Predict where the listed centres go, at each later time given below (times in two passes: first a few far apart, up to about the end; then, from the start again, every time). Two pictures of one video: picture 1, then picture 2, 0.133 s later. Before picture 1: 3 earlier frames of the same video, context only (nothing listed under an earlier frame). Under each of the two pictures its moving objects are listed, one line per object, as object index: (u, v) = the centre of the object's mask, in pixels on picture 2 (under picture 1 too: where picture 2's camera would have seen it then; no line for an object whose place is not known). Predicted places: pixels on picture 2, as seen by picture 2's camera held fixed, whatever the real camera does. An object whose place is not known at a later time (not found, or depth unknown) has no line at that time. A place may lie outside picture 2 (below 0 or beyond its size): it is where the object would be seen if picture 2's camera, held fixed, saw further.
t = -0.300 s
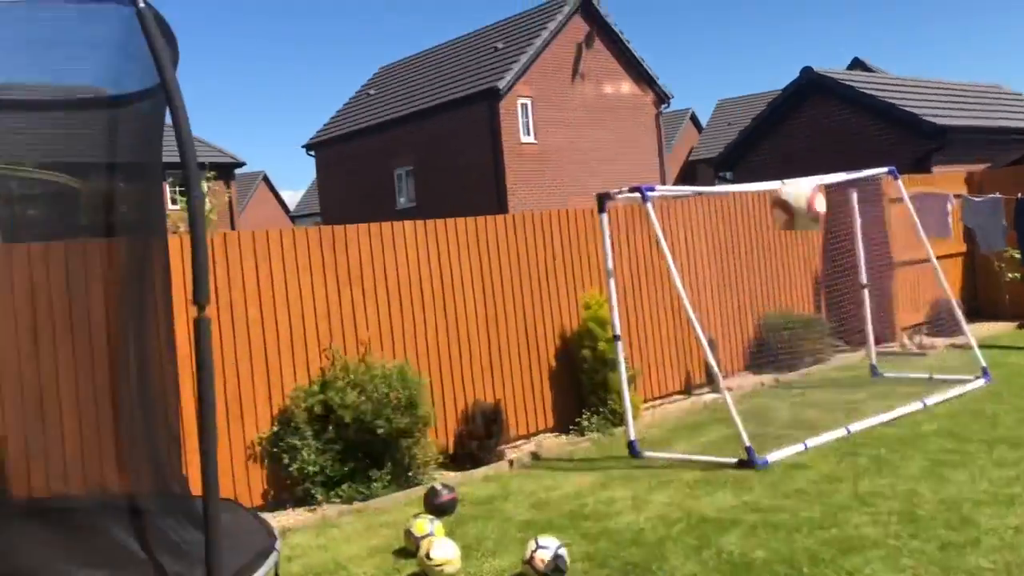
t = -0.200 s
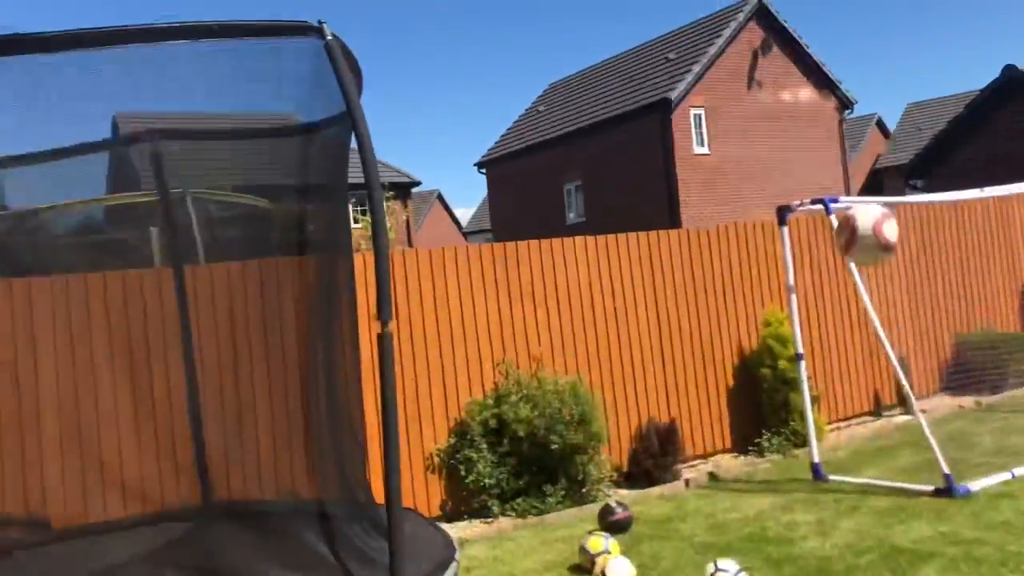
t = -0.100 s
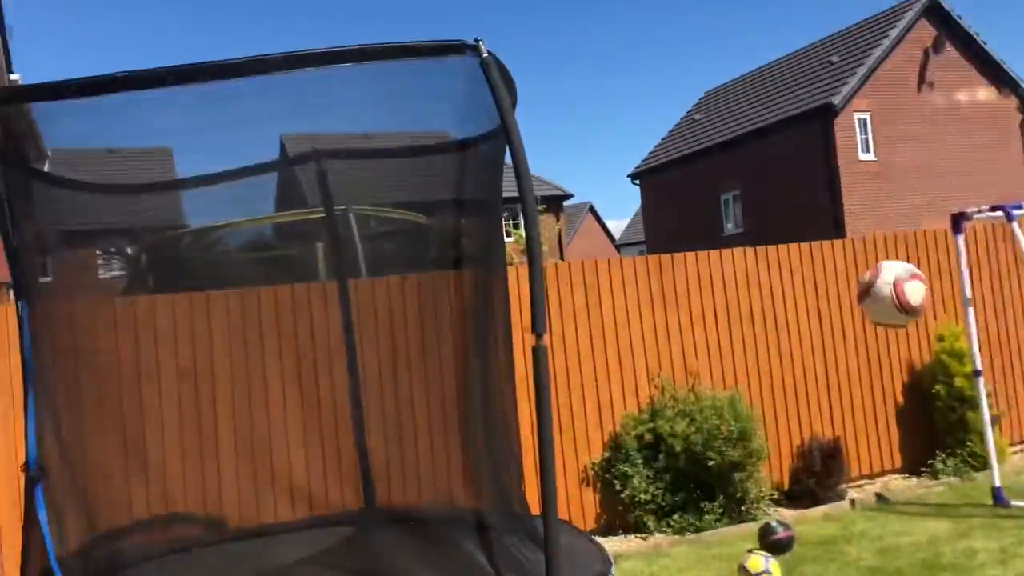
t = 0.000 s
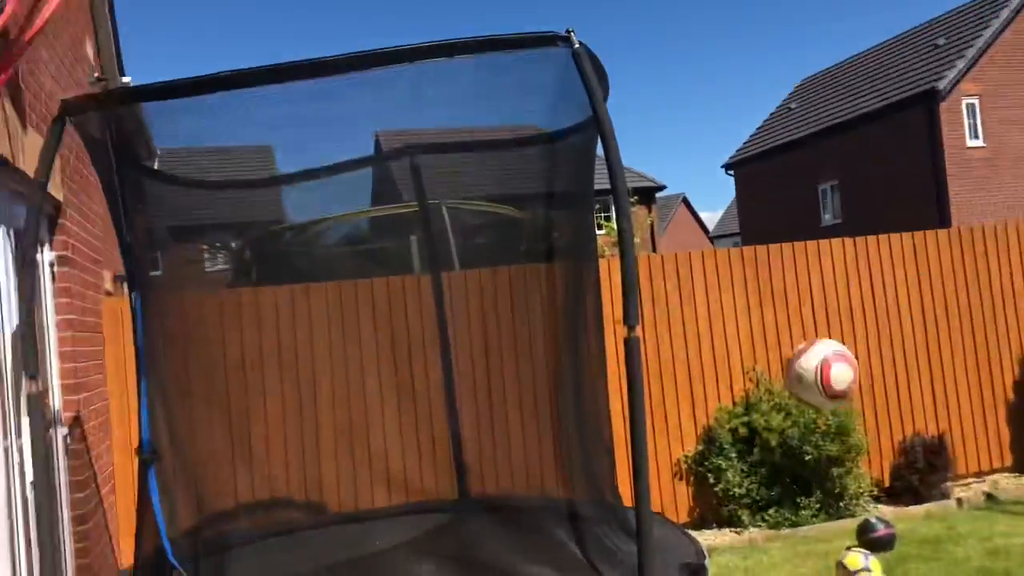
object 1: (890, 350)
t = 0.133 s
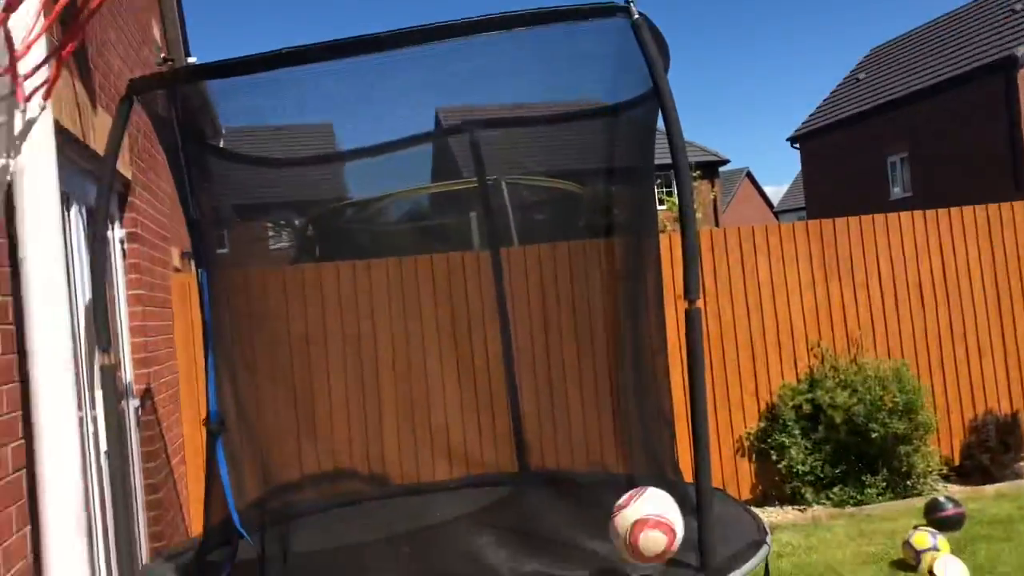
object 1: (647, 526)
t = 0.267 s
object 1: (472, 538)
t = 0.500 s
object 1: (176, 537)
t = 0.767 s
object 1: (298, 573)
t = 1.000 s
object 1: (401, 545)
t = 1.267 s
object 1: (453, 578)
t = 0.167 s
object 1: (594, 564)
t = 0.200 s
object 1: (554, 567)
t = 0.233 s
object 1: (512, 555)
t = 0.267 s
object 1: (472, 538)
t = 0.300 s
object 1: (429, 527)
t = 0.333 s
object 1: (389, 520)
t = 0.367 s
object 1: (347, 516)
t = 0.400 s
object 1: (305, 515)
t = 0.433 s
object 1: (262, 519)
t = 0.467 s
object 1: (220, 526)
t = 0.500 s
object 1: (176, 537)
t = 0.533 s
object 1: (132, 556)
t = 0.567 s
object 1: (129, 556)
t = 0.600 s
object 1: (158, 548)
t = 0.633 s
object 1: (188, 544)
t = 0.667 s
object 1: (216, 546)
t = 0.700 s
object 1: (243, 551)
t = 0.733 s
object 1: (271, 560)
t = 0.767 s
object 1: (298, 573)
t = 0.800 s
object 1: (326, 587)
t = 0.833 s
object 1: (349, 601)
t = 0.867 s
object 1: (360, 590)
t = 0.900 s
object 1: (370, 574)
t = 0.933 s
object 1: (381, 559)
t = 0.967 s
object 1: (390, 550)
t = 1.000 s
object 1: (401, 545)
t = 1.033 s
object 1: (411, 543)
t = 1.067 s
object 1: (420, 543)
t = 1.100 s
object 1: (427, 544)
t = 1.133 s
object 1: (433, 547)
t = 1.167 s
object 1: (438, 552)
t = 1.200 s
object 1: (443, 560)
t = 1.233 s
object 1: (448, 569)
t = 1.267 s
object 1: (453, 578)
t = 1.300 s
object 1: (457, 578)
